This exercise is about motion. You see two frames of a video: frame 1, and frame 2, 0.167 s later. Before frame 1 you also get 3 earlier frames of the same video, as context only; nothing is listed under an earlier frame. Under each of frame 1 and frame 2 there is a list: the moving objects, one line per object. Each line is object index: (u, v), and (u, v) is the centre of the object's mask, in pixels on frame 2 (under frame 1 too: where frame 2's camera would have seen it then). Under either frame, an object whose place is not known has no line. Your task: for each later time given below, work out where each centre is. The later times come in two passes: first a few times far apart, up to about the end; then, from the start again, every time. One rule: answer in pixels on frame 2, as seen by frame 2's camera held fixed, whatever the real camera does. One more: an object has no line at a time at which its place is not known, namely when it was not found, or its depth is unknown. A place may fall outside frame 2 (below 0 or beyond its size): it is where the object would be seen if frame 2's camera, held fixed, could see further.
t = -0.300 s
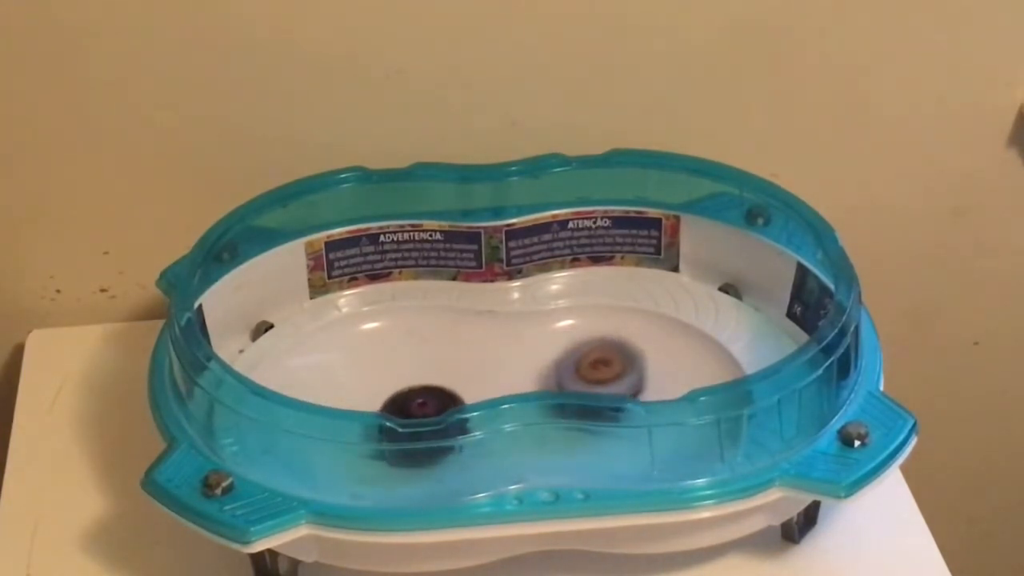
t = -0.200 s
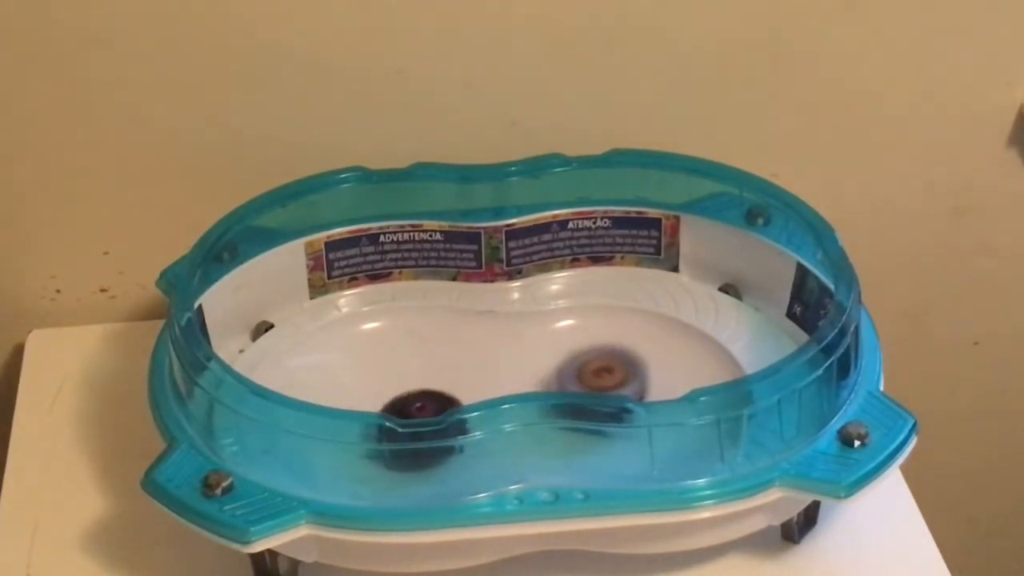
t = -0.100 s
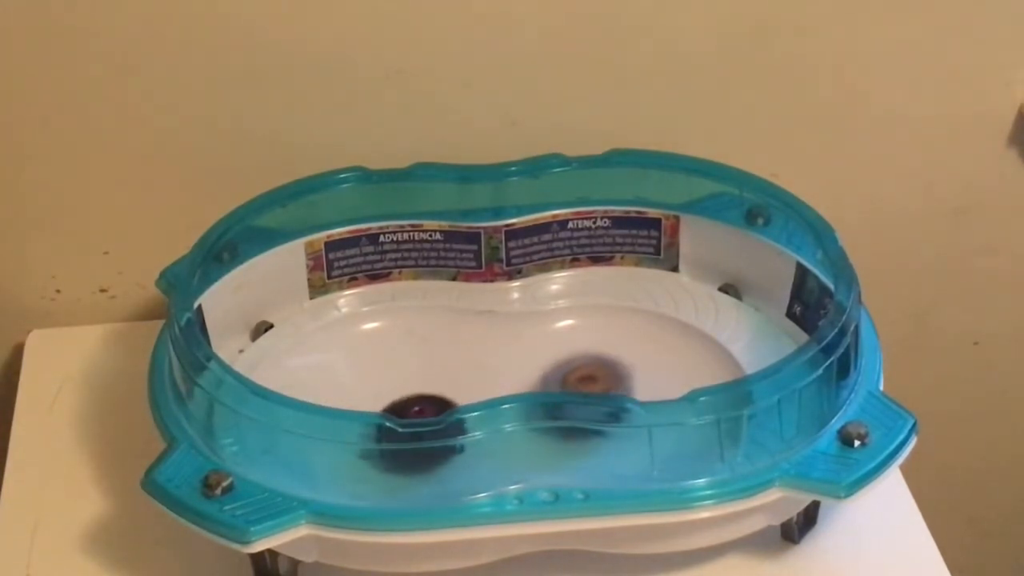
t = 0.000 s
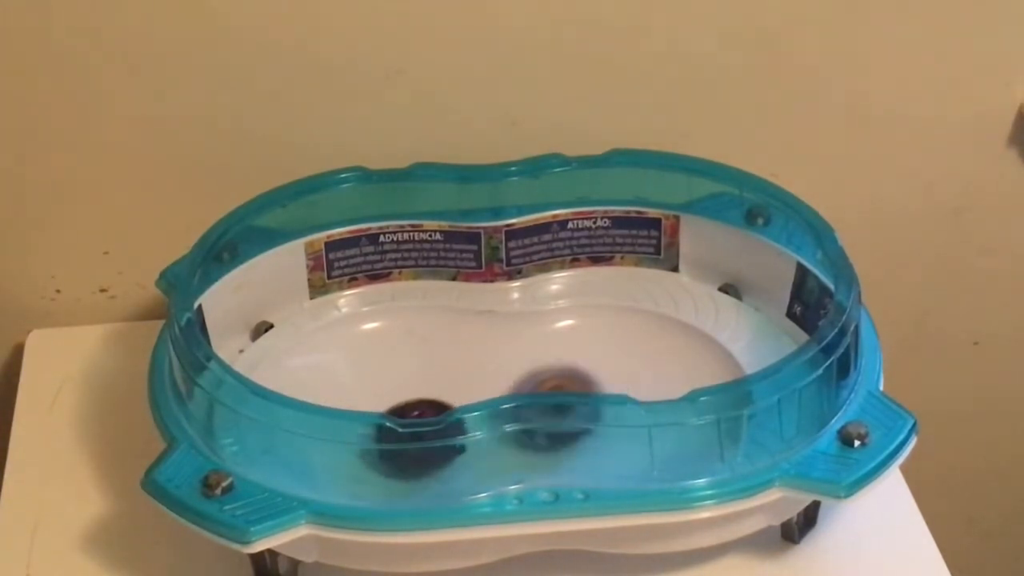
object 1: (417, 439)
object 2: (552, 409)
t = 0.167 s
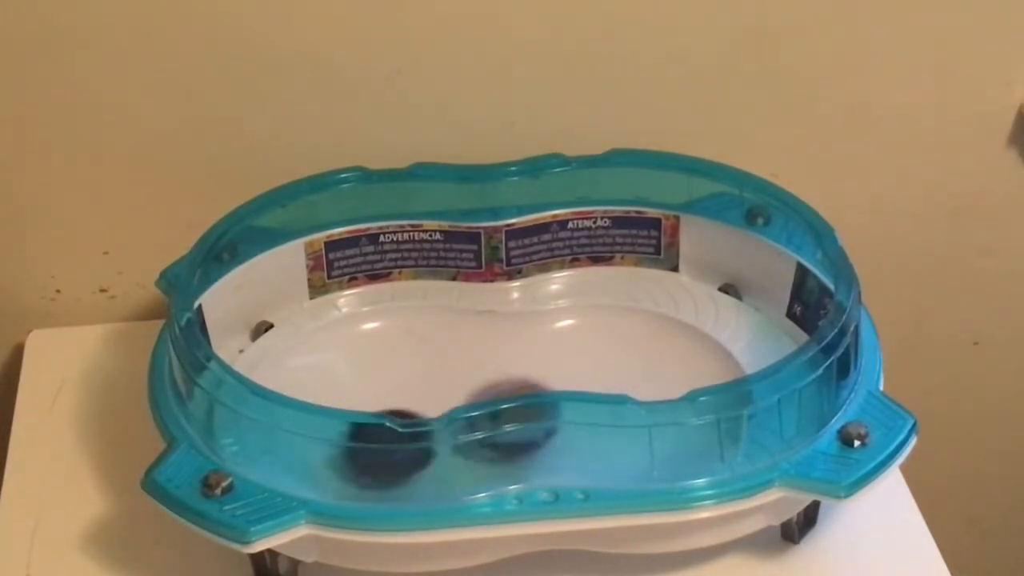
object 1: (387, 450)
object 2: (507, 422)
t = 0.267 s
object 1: (365, 459)
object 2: (495, 423)
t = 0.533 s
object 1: (371, 477)
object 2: (477, 383)
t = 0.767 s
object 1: (447, 450)
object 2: (552, 373)
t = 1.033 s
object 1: (380, 372)
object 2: (607, 388)
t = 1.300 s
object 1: (349, 456)
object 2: (592, 410)
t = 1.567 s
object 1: (446, 477)
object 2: (588, 364)
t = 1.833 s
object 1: (375, 462)
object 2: (657, 381)
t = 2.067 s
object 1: (406, 410)
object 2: (592, 439)
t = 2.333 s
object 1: (399, 387)
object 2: (466, 442)
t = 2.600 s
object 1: (344, 377)
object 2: (409, 471)
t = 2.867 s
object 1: (445, 395)
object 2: (353, 466)
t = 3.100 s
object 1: (499, 403)
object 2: (405, 434)
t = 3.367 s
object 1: (658, 411)
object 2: (427, 439)
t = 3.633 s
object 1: (650, 383)
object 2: (404, 444)
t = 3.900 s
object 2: (422, 423)
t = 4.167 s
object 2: (371, 418)
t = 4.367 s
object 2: (401, 405)
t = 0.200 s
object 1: (375, 455)
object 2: (504, 421)
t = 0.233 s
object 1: (367, 457)
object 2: (500, 422)
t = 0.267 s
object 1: (365, 459)
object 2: (495, 423)
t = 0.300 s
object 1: (366, 461)
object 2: (490, 423)
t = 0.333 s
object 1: (370, 463)
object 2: (482, 424)
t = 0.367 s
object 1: (375, 465)
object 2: (472, 426)
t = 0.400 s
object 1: (382, 466)
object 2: (467, 422)
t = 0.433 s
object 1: (385, 467)
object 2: (461, 422)
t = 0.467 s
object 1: (373, 475)
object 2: (459, 395)
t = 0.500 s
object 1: (370, 476)
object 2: (467, 389)
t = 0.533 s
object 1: (371, 477)
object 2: (477, 383)
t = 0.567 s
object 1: (377, 478)
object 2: (488, 378)
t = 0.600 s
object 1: (388, 479)
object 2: (497, 374)
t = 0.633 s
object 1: (402, 478)
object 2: (509, 373)
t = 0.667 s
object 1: (417, 477)
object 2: (519, 372)
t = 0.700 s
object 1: (431, 473)
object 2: (532, 371)
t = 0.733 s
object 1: (440, 466)
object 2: (542, 382)
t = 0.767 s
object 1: (447, 450)
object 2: (552, 373)
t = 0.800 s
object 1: (449, 438)
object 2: (563, 386)
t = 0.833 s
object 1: (448, 424)
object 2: (573, 387)
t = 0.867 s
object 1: (446, 407)
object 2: (583, 374)
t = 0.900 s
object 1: (438, 393)
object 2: (593, 374)
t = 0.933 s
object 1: (427, 384)
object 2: (595, 382)
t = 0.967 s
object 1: (414, 377)
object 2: (599, 387)
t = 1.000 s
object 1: (397, 374)
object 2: (607, 387)
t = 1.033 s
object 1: (380, 372)
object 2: (607, 388)
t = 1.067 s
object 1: (363, 372)
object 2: (610, 395)
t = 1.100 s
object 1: (349, 375)
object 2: (611, 397)
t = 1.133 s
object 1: (338, 378)
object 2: (612, 400)
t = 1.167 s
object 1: (327, 395)
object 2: (609, 403)
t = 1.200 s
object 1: (323, 407)
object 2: (606, 405)
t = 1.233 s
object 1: (325, 420)
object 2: (603, 406)
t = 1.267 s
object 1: (333, 437)
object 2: (599, 407)
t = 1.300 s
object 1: (349, 456)
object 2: (592, 410)
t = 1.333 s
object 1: (374, 463)
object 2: (584, 413)
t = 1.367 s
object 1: (401, 470)
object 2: (576, 414)
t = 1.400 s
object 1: (429, 470)
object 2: (567, 418)
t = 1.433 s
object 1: (456, 463)
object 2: (564, 386)
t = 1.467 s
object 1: (482, 461)
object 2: (554, 386)
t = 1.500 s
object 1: (478, 463)
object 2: (558, 381)
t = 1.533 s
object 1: (463, 470)
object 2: (572, 373)
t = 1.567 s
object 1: (446, 477)
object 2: (588, 364)
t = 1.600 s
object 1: (431, 480)
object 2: (603, 353)
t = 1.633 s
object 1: (415, 482)
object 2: (616, 342)
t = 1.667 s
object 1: (402, 481)
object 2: (629, 336)
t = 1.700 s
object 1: (390, 479)
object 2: (640, 335)
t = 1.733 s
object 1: (382, 477)
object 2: (648, 341)
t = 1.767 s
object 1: (376, 475)
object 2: (653, 352)
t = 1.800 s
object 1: (374, 469)
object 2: (657, 364)
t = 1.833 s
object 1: (375, 462)
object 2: (657, 381)
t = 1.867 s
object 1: (378, 455)
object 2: (656, 392)
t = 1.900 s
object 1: (384, 444)
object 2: (652, 405)
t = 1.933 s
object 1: (390, 435)
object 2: (646, 414)
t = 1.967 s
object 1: (395, 429)
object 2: (635, 422)
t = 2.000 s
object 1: (399, 424)
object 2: (622, 434)
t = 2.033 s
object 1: (402, 418)
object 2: (605, 440)
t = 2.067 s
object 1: (406, 410)
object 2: (592, 439)
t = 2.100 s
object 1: (409, 402)
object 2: (578, 439)
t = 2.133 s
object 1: (404, 394)
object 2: (564, 439)
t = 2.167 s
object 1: (402, 392)
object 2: (548, 440)
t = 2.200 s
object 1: (400, 390)
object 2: (532, 439)
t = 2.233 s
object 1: (399, 389)
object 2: (515, 441)
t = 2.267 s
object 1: (399, 388)
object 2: (498, 441)
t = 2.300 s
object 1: (399, 388)
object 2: (482, 440)
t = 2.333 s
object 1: (399, 387)
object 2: (466, 442)
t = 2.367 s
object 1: (396, 385)
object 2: (453, 444)
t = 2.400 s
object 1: (378, 376)
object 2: (455, 452)
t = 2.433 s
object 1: (361, 366)
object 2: (455, 457)
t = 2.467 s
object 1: (350, 358)
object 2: (450, 463)
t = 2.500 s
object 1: (343, 357)
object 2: (443, 466)
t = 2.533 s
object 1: (339, 362)
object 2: (433, 469)
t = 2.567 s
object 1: (340, 369)
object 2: (422, 470)
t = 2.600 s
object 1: (344, 377)
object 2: (409, 471)
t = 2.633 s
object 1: (347, 394)
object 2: (398, 471)
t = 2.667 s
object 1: (354, 401)
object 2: (386, 469)
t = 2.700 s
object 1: (366, 405)
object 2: (373, 466)
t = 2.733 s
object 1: (388, 402)
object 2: (362, 464)
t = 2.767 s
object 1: (405, 402)
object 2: (358, 464)
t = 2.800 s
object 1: (418, 400)
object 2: (353, 467)
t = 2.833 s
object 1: (432, 398)
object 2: (352, 467)
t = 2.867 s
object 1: (445, 395)
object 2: (353, 466)
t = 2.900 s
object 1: (456, 393)
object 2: (356, 467)
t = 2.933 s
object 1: (463, 393)
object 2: (362, 464)
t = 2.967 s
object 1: (469, 394)
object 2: (369, 458)
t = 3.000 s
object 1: (475, 395)
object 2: (376, 453)
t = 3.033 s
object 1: (482, 397)
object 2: (383, 449)
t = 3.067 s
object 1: (490, 397)
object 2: (389, 449)
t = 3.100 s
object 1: (499, 403)
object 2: (405, 434)
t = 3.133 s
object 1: (511, 406)
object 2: (413, 430)
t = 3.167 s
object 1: (532, 407)
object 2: (415, 429)
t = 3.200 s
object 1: (552, 408)
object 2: (416, 429)
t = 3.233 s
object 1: (573, 410)
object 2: (417, 430)
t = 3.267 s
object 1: (595, 411)
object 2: (420, 432)
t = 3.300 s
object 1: (618, 412)
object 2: (422, 434)
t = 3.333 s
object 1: (639, 412)
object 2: (423, 439)
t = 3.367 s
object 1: (658, 411)
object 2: (427, 439)
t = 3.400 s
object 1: (675, 405)
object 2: (426, 442)
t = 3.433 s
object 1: (686, 399)
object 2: (425, 444)
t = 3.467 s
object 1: (690, 394)
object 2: (422, 447)
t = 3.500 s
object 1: (689, 386)
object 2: (420, 448)
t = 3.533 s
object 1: (684, 384)
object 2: (417, 446)
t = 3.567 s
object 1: (676, 382)
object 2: (412, 446)
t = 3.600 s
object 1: (664, 380)
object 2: (409, 445)
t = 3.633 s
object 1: (650, 383)
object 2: (404, 444)
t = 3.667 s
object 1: (636, 384)
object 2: (401, 444)
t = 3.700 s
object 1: (620, 386)
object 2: (397, 440)
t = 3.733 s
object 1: (604, 389)
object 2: (397, 437)
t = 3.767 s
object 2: (401, 433)
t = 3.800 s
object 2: (405, 429)
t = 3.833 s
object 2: (411, 426)
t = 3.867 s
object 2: (415, 424)
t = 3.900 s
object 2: (422, 423)
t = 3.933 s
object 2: (423, 423)
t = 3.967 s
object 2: (408, 425)
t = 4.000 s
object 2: (398, 427)
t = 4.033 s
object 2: (389, 427)
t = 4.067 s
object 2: (380, 427)
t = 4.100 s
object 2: (375, 424)
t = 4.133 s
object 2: (372, 422)
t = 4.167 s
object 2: (371, 418)
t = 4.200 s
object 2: (372, 415)
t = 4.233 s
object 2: (374, 413)
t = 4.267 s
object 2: (378, 409)
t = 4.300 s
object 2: (386, 405)
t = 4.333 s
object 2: (394, 405)
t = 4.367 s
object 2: (401, 405)
